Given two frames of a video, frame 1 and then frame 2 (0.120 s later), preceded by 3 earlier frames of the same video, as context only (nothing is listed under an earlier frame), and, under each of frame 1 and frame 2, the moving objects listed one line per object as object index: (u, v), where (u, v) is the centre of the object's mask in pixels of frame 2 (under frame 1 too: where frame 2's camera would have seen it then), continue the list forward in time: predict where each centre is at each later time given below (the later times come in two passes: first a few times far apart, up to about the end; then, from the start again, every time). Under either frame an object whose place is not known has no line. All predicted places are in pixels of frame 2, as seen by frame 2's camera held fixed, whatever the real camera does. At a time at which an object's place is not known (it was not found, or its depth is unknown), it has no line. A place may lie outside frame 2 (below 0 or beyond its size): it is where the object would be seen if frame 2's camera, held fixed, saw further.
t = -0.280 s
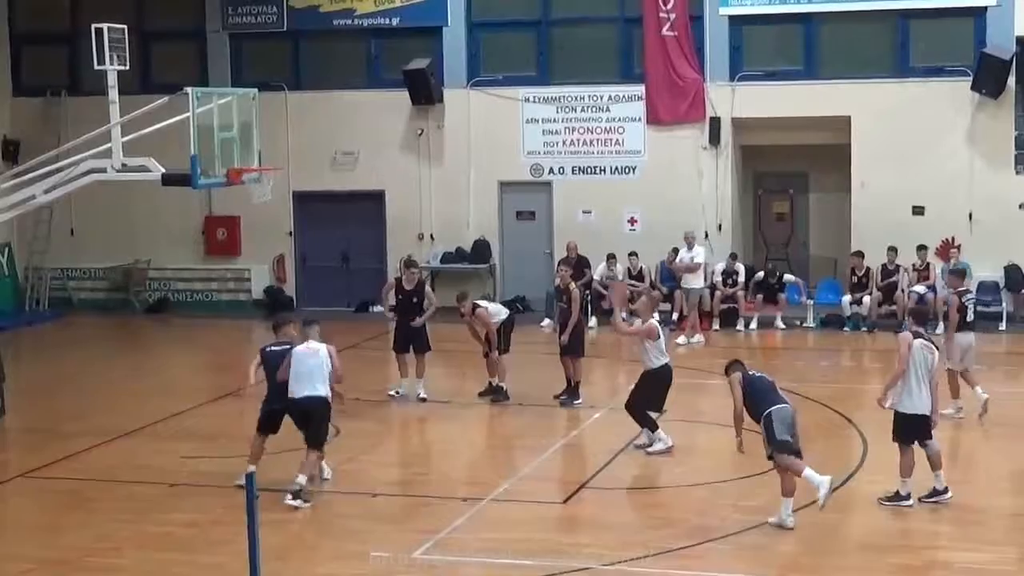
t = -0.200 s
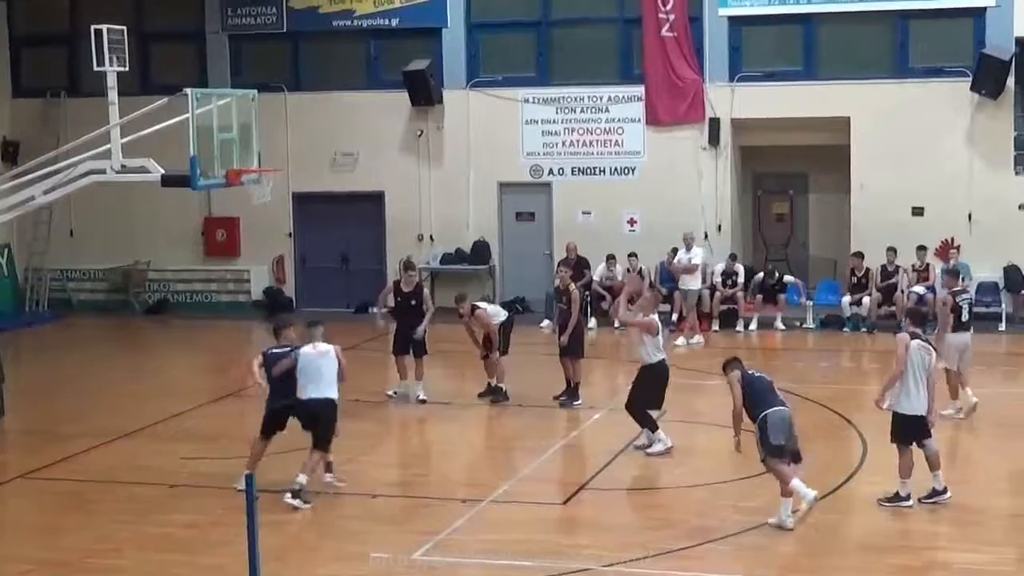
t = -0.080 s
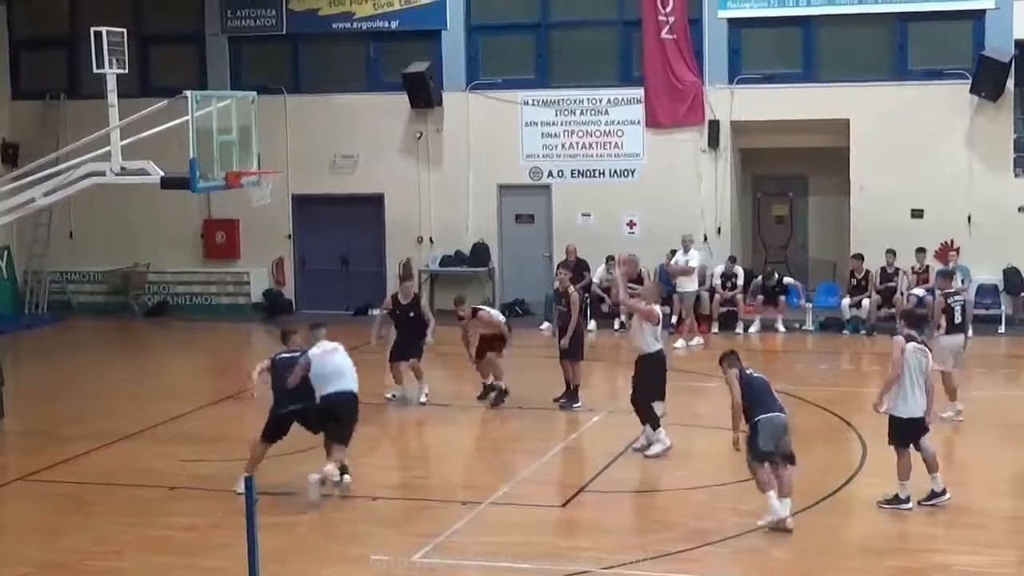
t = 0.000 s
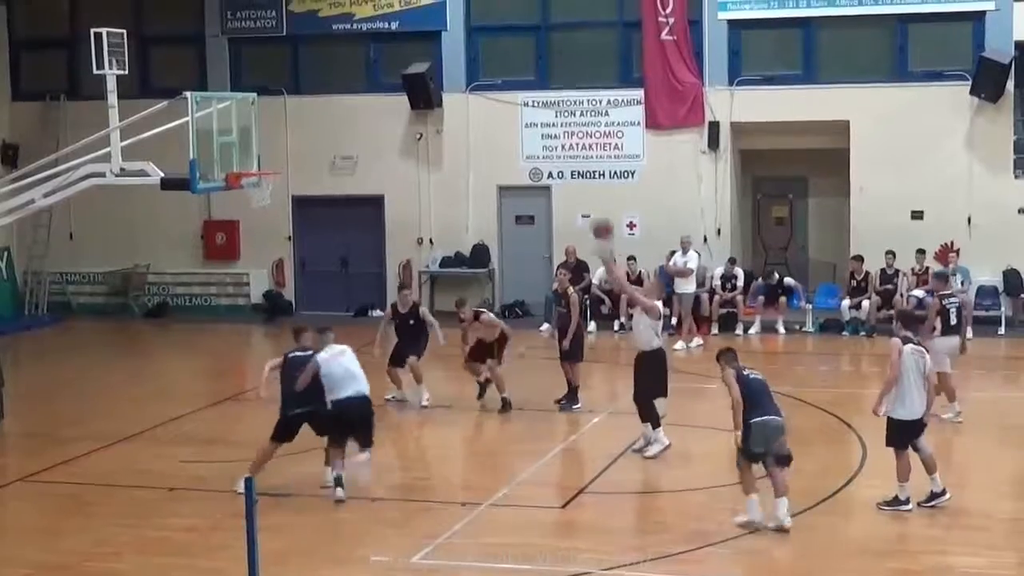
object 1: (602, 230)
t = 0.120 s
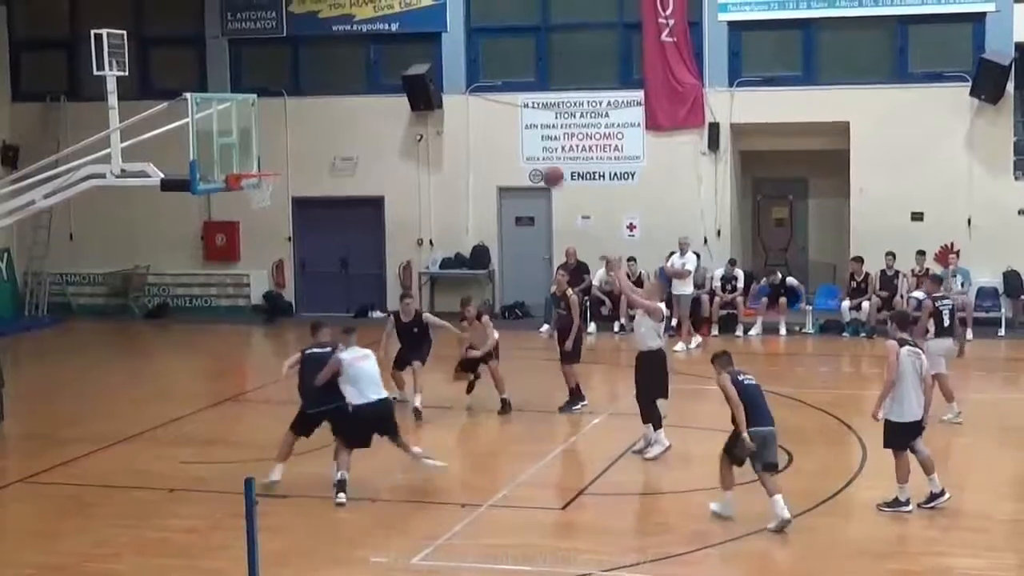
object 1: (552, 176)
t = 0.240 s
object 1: (502, 136)
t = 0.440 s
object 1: (425, 99)
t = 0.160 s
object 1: (535, 163)
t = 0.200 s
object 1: (518, 148)
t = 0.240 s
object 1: (502, 136)
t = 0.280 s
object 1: (486, 125)
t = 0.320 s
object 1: (471, 117)
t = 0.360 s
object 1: (456, 109)
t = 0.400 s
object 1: (441, 104)
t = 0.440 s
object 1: (425, 99)
